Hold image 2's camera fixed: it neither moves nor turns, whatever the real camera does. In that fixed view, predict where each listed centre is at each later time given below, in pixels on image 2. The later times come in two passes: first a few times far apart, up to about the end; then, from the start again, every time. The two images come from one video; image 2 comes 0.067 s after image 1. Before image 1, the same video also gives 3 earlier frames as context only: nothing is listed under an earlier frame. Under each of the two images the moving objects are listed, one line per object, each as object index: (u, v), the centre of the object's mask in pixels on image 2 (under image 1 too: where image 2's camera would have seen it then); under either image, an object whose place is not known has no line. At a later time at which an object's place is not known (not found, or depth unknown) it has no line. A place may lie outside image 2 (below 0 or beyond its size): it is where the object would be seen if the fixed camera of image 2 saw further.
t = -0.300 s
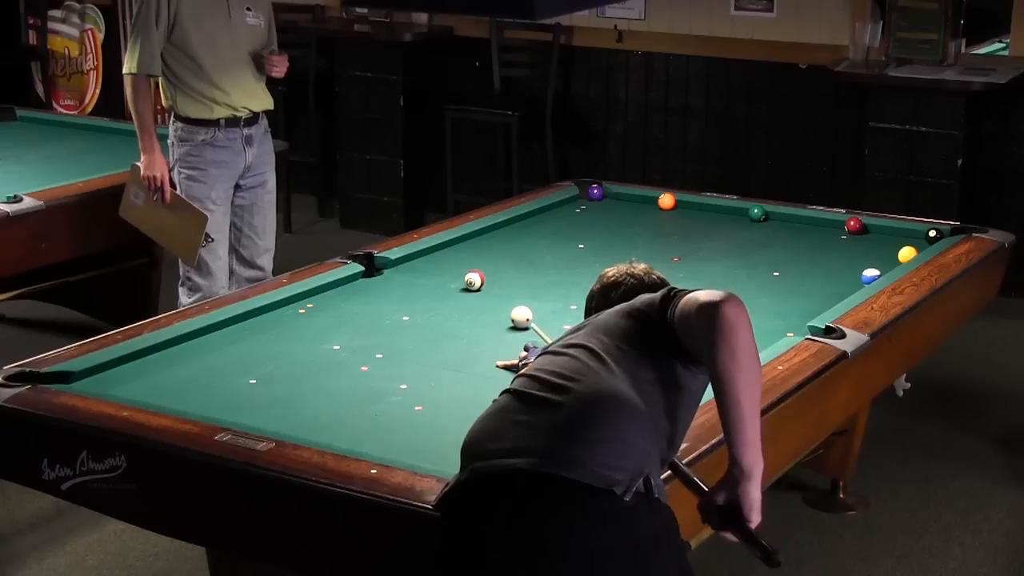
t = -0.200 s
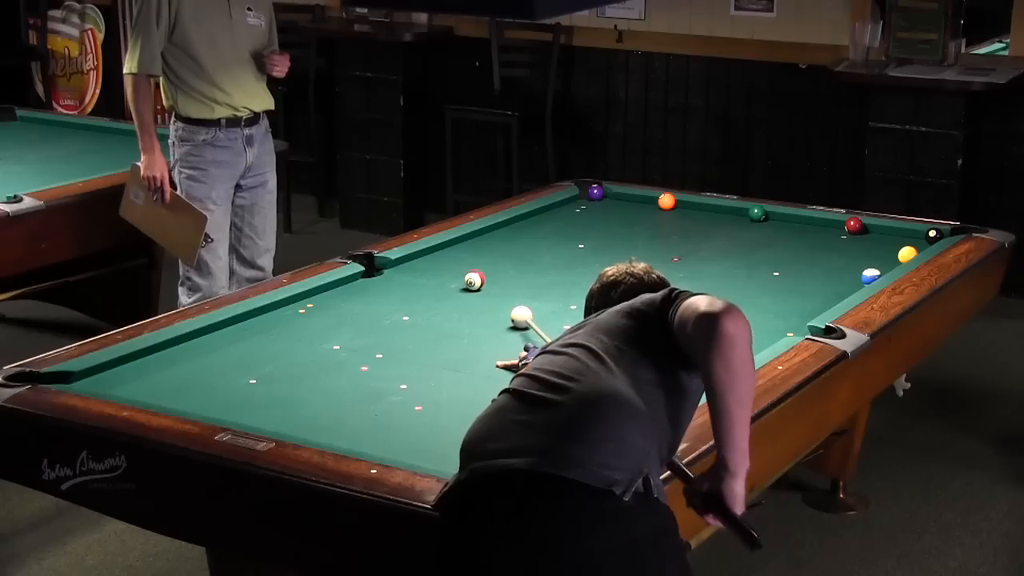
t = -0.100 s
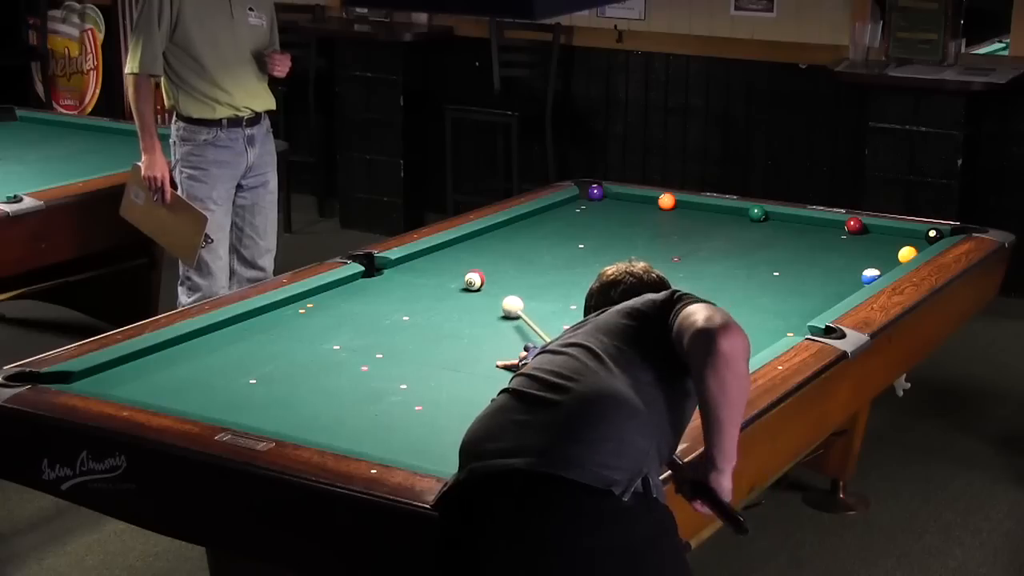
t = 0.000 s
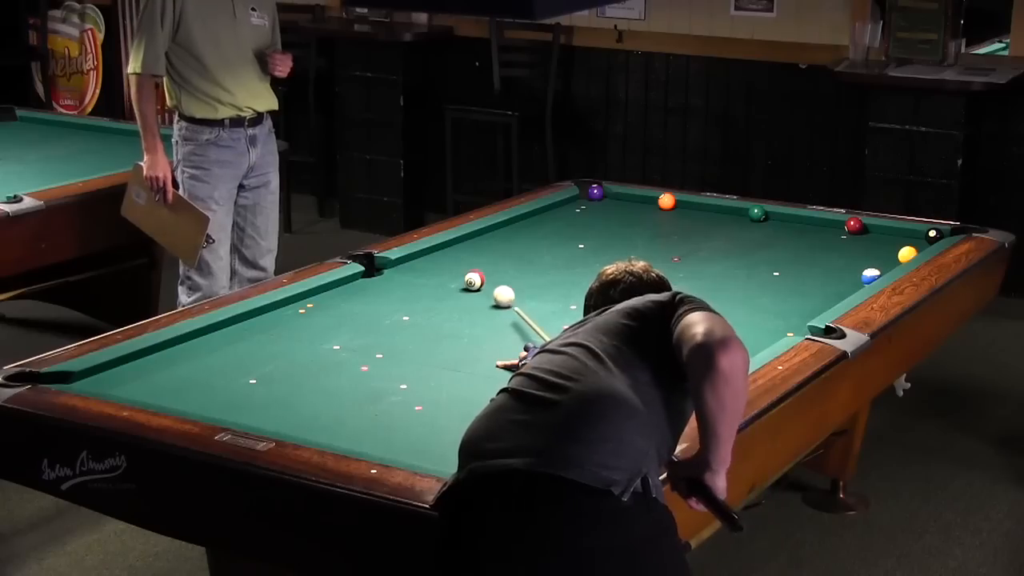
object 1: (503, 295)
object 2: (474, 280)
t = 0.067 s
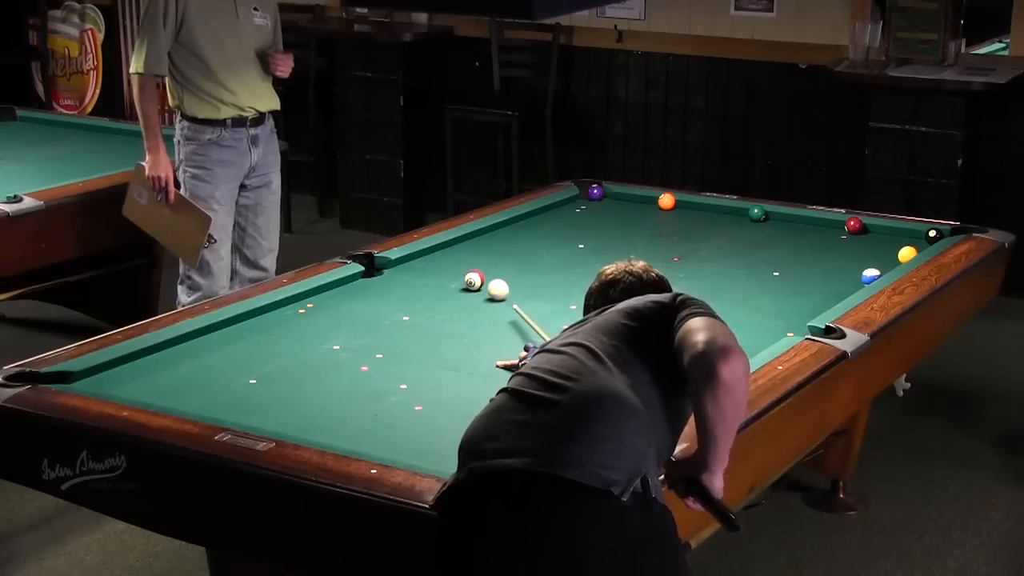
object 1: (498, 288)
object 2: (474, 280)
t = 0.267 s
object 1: (503, 274)
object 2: (455, 276)
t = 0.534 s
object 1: (521, 258)
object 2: (423, 271)
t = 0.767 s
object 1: (535, 245)
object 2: (396, 266)
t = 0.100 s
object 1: (495, 285)
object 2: (474, 280)
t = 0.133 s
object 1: (493, 282)
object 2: (474, 280)
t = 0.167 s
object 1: (495, 280)
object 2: (470, 279)
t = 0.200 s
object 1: (498, 279)
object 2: (464, 279)
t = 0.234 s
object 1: (500, 276)
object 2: (460, 277)
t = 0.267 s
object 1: (503, 274)
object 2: (455, 276)
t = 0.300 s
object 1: (505, 272)
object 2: (451, 276)
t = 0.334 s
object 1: (507, 270)
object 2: (447, 275)
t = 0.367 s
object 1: (510, 268)
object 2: (443, 275)
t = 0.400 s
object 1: (512, 266)
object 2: (439, 273)
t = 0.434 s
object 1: (514, 264)
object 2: (435, 273)
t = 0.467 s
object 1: (516, 262)
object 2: (431, 273)
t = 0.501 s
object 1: (519, 260)
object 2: (427, 272)
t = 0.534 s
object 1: (521, 258)
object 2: (423, 271)
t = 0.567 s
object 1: (523, 256)
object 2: (419, 271)
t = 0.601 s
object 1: (525, 254)
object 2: (415, 270)
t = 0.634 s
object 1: (527, 252)
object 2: (412, 269)
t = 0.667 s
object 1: (529, 250)
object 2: (407, 268)
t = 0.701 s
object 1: (531, 249)
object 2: (403, 267)
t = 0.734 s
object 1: (533, 247)
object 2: (399, 266)
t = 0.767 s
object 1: (535, 245)
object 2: (396, 266)
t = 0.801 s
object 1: (537, 244)
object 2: (392, 266)
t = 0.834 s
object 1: (539, 242)
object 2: (388, 265)
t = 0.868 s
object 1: (540, 241)
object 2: (385, 265)
